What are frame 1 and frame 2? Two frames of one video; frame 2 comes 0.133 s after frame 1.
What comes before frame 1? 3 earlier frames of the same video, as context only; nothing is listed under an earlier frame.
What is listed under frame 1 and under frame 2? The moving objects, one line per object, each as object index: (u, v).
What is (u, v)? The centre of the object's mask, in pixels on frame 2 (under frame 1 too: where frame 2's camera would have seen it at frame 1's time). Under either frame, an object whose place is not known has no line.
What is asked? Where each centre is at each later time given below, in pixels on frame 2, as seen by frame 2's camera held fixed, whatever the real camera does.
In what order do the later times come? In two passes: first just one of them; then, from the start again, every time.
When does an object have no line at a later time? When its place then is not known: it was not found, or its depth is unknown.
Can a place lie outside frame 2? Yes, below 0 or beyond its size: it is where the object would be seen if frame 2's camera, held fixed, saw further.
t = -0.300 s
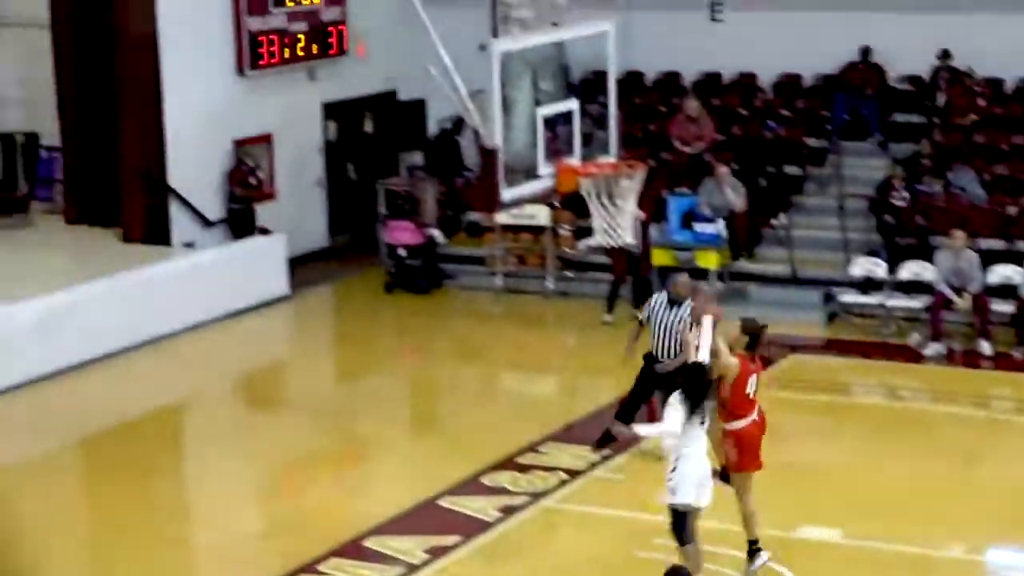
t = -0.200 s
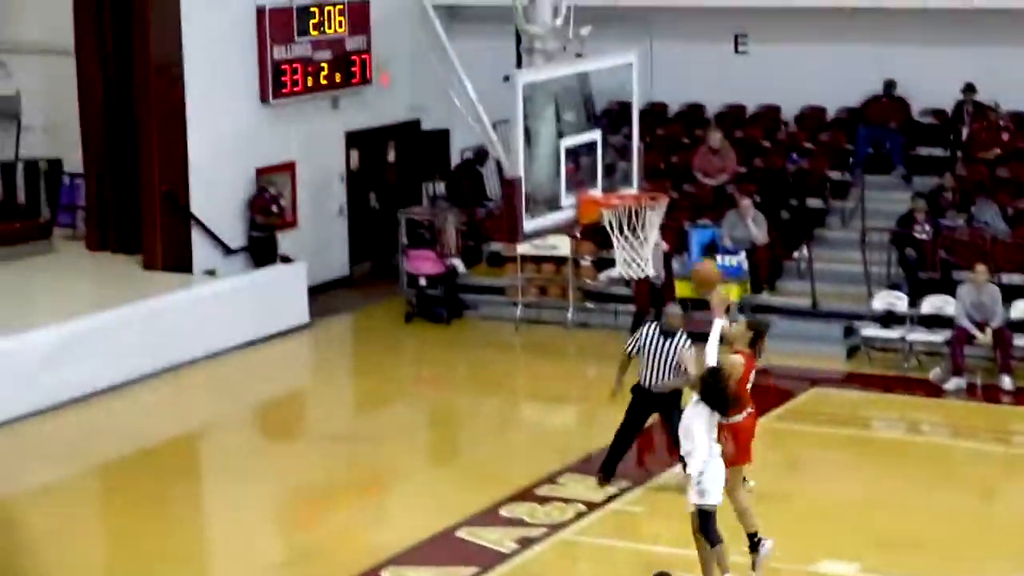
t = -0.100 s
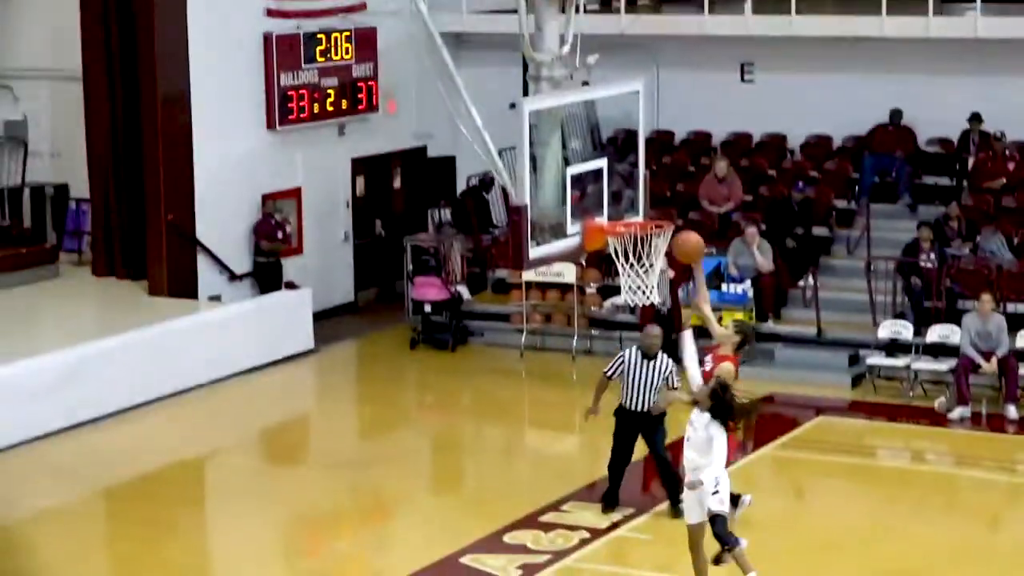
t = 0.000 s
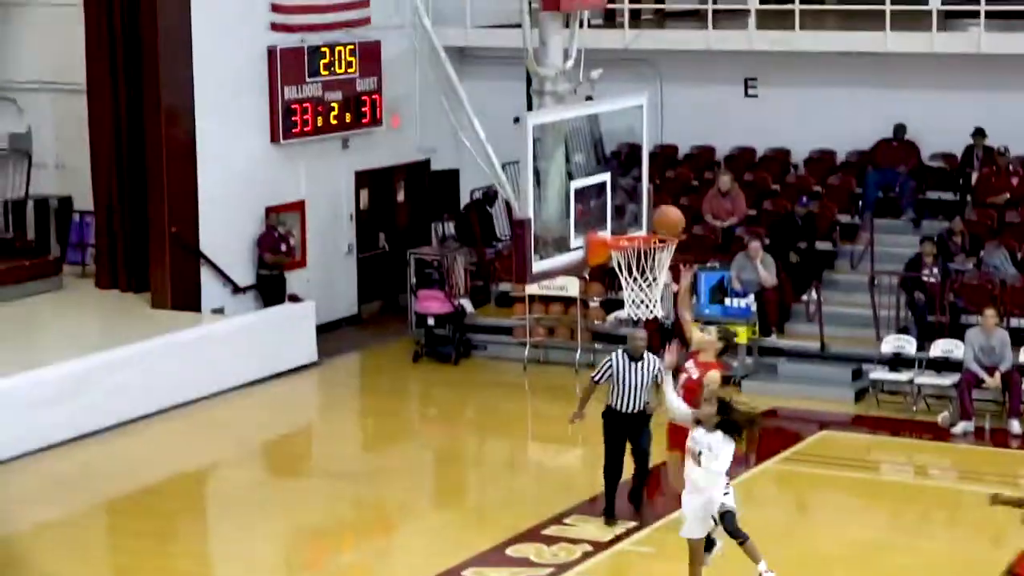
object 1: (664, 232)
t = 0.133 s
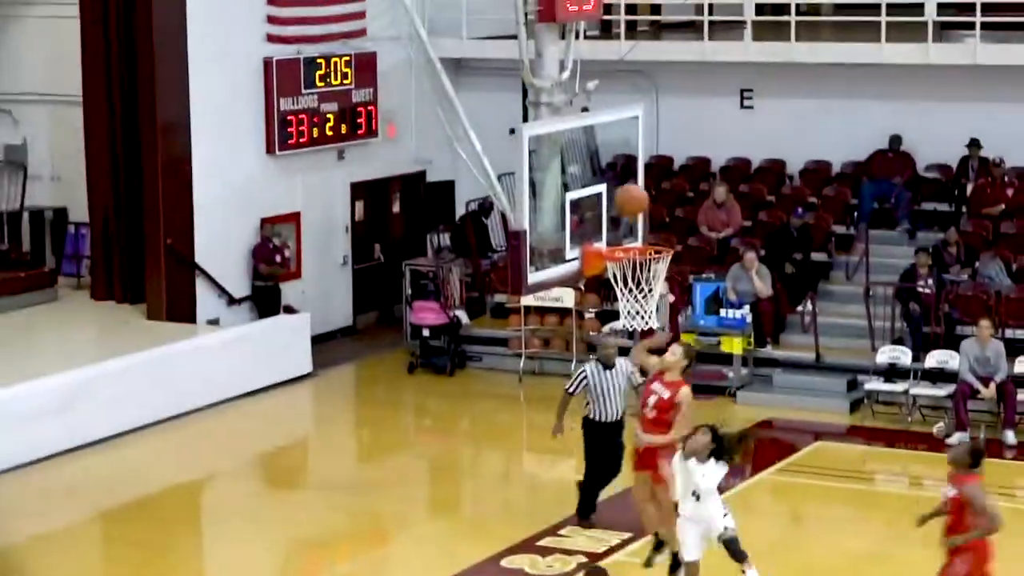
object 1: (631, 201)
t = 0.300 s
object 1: (640, 208)
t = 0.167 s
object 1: (631, 200)
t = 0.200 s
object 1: (632, 200)
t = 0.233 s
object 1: (634, 201)
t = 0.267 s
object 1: (637, 204)
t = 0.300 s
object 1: (640, 208)
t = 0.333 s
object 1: (643, 214)
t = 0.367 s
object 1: (645, 222)
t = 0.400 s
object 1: (647, 232)
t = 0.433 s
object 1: (647, 233)
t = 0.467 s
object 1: (646, 234)
